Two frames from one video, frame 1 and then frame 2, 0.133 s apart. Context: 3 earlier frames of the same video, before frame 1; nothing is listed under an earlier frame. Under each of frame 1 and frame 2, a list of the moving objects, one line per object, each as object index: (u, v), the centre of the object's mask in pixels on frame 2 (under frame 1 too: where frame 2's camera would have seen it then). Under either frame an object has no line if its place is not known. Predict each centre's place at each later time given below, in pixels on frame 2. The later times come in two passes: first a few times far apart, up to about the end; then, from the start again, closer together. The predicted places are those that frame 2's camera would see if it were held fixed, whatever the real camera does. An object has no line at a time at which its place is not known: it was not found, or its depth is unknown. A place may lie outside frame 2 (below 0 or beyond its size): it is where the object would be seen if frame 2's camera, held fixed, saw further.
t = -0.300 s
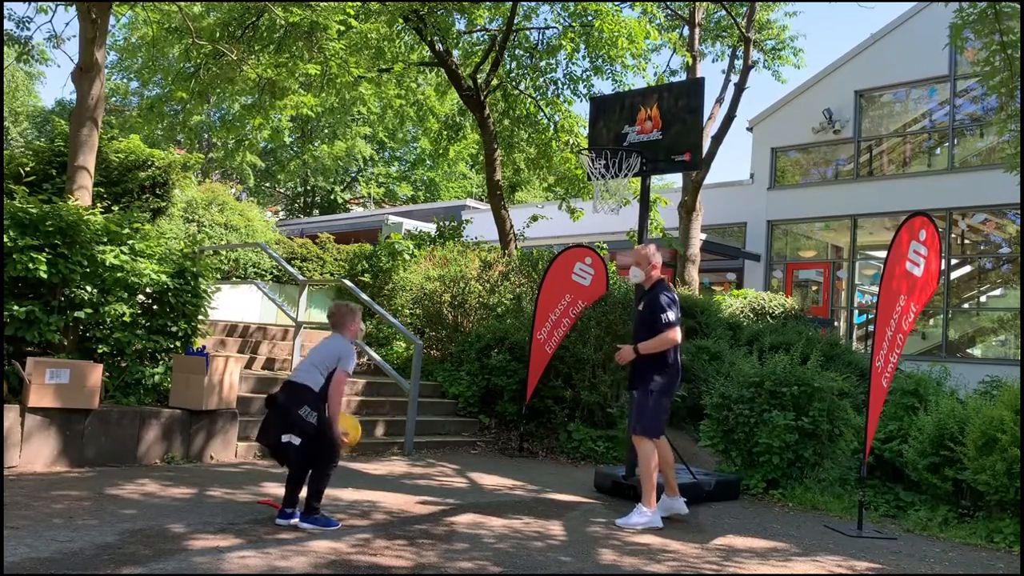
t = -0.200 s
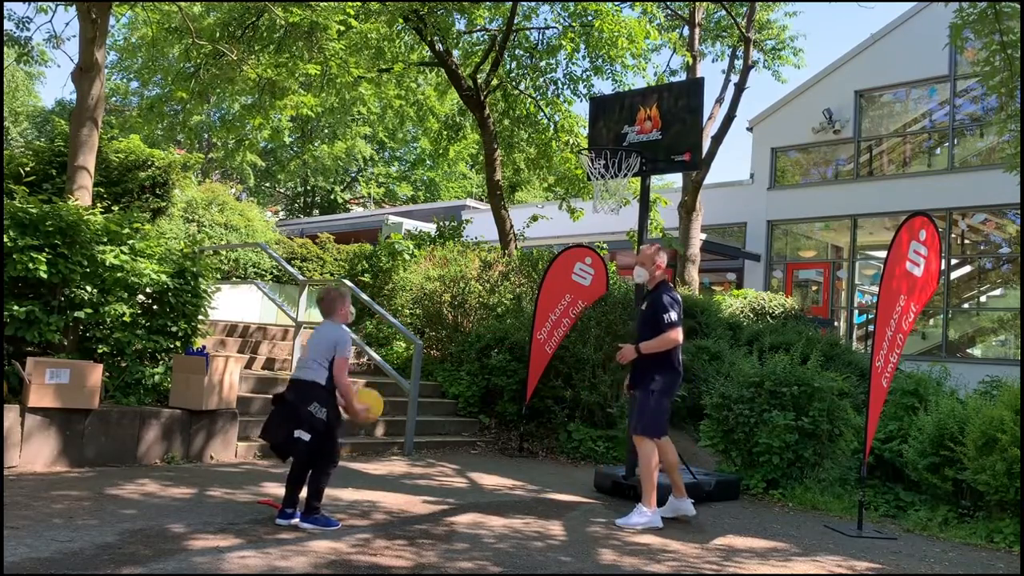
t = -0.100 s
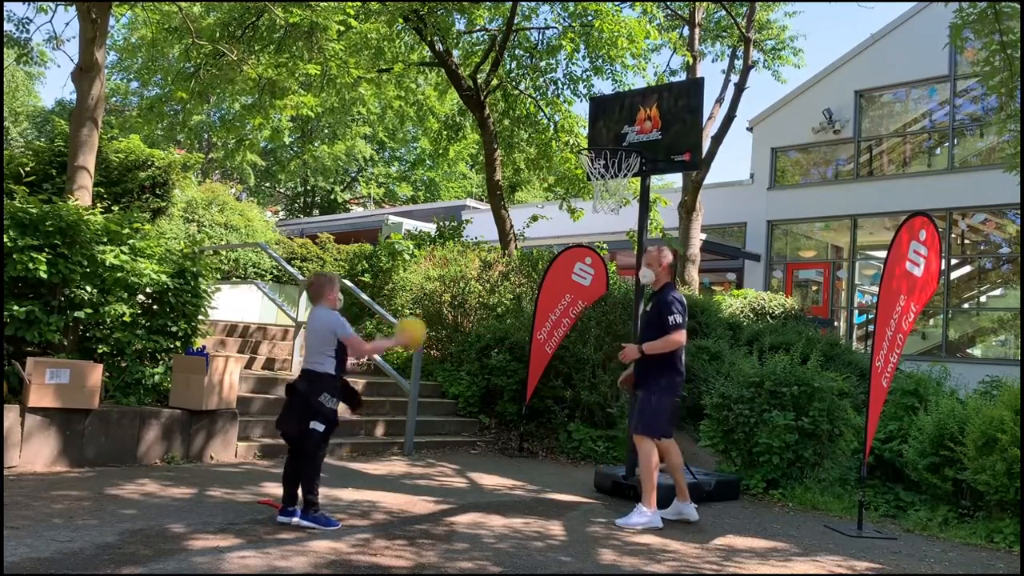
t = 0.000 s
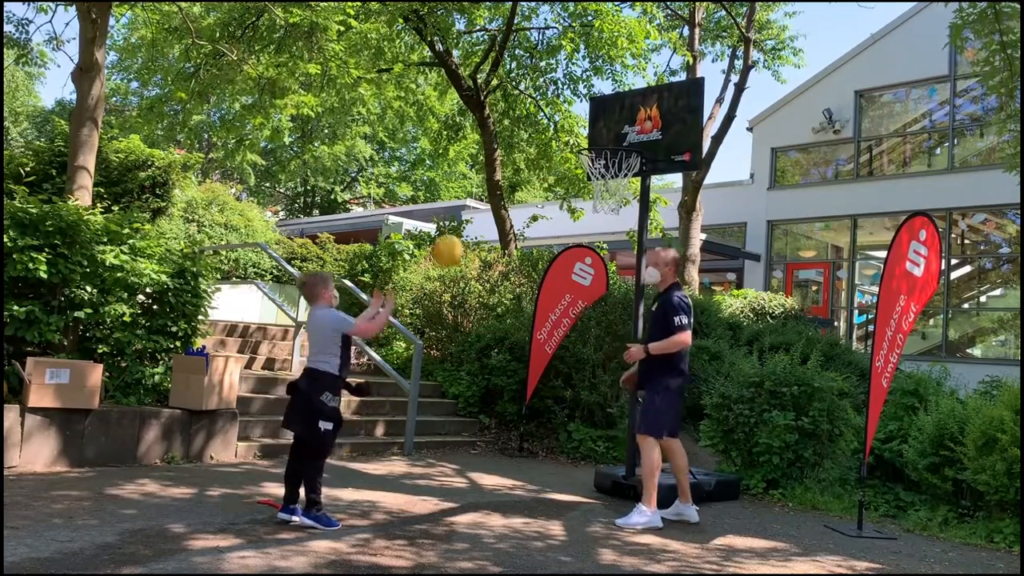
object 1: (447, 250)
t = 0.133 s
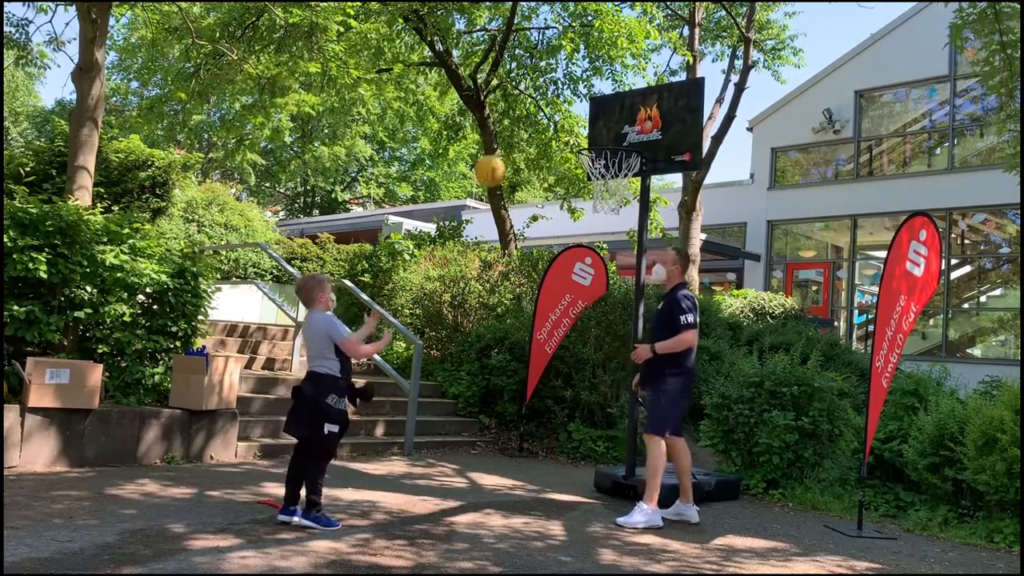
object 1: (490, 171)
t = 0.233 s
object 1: (519, 131)
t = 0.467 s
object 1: (574, 95)
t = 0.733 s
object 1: (621, 136)
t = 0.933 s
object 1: (597, 135)
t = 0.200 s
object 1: (509, 142)
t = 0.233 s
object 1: (519, 131)
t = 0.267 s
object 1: (526, 122)
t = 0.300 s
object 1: (535, 113)
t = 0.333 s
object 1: (543, 106)
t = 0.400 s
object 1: (560, 98)
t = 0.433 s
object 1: (567, 96)
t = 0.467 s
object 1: (574, 95)
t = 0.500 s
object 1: (580, 96)
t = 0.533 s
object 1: (588, 98)
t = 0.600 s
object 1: (600, 106)
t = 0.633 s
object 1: (606, 112)
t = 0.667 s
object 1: (612, 119)
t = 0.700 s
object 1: (617, 128)
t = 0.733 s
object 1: (621, 136)
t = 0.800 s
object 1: (612, 138)
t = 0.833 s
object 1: (608, 136)
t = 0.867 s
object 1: (605, 135)
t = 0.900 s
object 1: (601, 135)
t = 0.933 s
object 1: (597, 135)
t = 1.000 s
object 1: (591, 138)
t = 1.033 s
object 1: (593, 134)
